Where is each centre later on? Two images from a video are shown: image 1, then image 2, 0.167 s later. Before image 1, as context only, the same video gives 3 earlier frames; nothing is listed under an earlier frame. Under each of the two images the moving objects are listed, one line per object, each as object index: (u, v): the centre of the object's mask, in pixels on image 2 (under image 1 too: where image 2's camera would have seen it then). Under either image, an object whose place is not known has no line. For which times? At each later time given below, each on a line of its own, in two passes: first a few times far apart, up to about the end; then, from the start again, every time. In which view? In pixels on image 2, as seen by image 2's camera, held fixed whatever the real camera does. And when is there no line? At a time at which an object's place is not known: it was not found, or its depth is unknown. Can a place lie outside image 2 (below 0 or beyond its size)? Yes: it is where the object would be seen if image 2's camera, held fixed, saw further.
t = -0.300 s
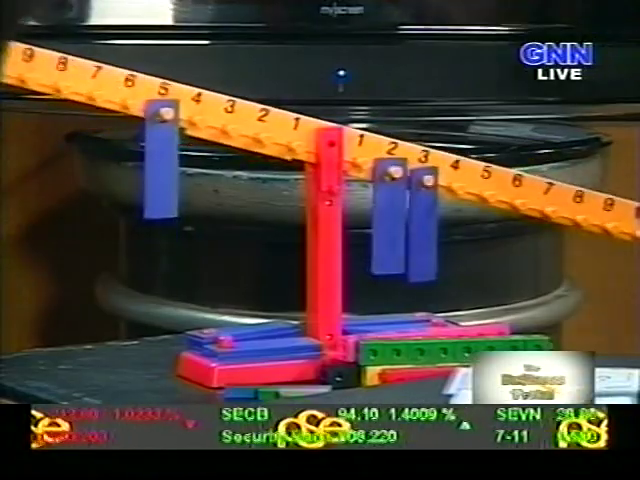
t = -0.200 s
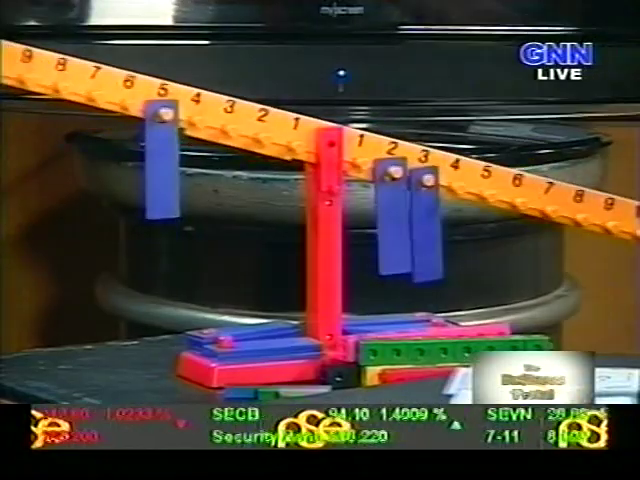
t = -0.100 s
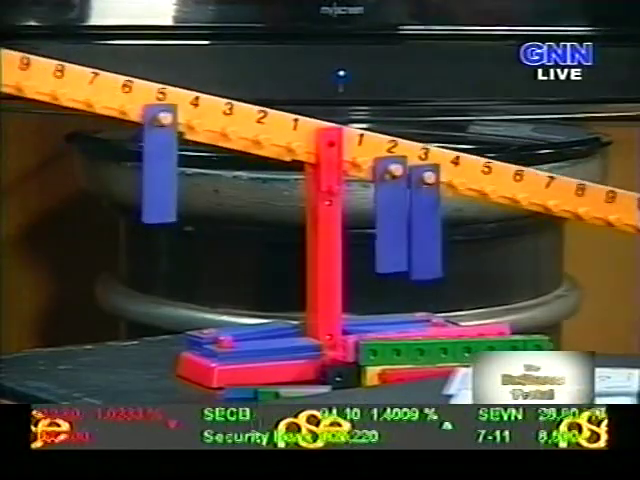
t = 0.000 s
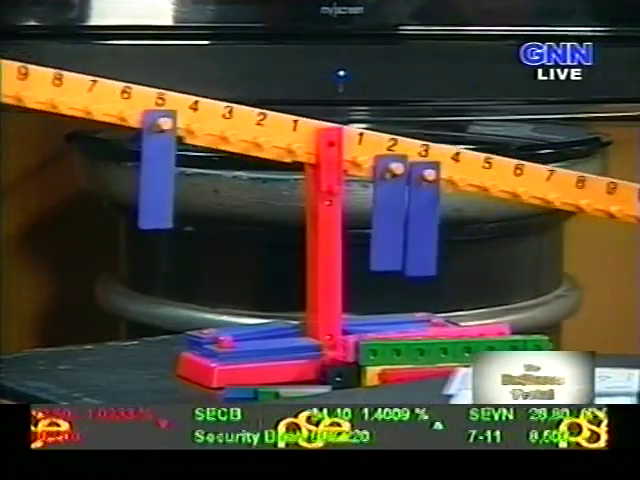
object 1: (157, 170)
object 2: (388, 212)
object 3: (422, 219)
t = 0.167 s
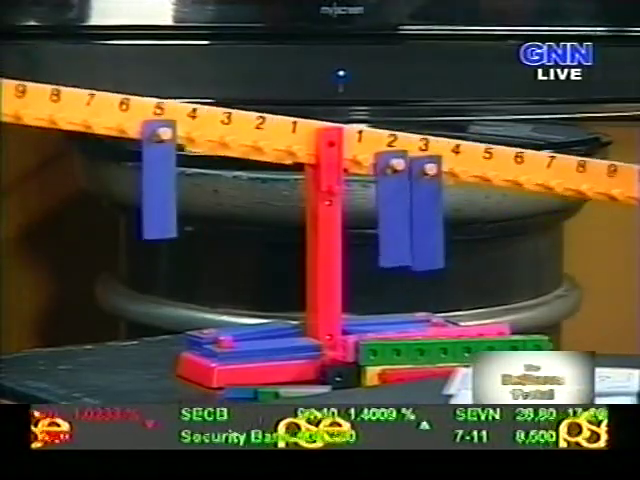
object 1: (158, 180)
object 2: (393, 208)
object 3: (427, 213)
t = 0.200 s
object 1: (159, 182)
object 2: (394, 208)
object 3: (428, 212)
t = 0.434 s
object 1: (158, 198)
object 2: (392, 201)
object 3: (426, 203)
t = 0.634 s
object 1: (161, 213)
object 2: (395, 195)
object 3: (429, 194)
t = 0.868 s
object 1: (160, 228)
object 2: (395, 190)
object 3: (430, 185)
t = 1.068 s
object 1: (163, 240)
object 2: (395, 185)
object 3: (428, 178)
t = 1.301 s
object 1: (165, 249)
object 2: (397, 180)
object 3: (430, 172)
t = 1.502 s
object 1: (166, 254)
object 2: (395, 179)
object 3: (428, 169)
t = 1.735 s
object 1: (168, 256)
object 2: (396, 178)
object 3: (429, 168)
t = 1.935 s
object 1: (166, 255)
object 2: (395, 179)
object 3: (428, 169)
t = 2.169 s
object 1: (166, 251)
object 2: (396, 181)
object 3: (429, 172)
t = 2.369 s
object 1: (163, 243)
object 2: (395, 183)
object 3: (428, 176)
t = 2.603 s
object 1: (161, 234)
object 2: (396, 188)
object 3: (429, 182)
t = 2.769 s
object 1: (159, 225)
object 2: (394, 190)
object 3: (428, 186)
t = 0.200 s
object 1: (159, 182)
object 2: (394, 208)
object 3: (428, 212)
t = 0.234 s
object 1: (160, 184)
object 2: (395, 206)
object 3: (429, 210)
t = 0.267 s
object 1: (160, 186)
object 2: (395, 206)
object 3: (429, 209)
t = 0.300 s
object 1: (160, 188)
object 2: (395, 204)
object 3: (429, 207)
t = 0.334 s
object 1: (160, 191)
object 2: (395, 204)
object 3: (429, 206)
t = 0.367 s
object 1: (159, 193)
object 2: (394, 203)
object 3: (428, 204)
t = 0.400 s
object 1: (158, 196)
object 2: (393, 203)
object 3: (427, 204)
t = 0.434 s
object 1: (158, 198)
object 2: (392, 201)
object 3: (426, 203)
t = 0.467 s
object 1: (157, 200)
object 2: (392, 200)
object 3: (426, 201)
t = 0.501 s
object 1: (157, 202)
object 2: (392, 199)
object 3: (426, 200)
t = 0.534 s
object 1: (158, 205)
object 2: (392, 198)
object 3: (427, 198)
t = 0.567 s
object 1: (158, 207)
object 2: (393, 198)
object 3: (427, 197)
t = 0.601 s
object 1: (160, 210)
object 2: (394, 196)
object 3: (428, 195)
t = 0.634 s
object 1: (161, 213)
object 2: (395, 195)
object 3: (429, 194)
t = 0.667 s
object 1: (162, 215)
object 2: (396, 194)
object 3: (429, 192)
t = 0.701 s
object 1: (162, 217)
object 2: (397, 193)
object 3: (430, 190)
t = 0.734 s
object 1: (162, 219)
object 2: (397, 192)
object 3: (431, 189)
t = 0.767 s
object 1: (162, 221)
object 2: (398, 191)
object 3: (431, 187)
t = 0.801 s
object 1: (162, 223)
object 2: (397, 191)
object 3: (431, 186)
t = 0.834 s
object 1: (161, 226)
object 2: (396, 190)
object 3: (430, 186)
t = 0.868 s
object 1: (160, 228)
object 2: (395, 190)
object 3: (430, 185)
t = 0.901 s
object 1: (160, 230)
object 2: (395, 189)
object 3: (429, 183)
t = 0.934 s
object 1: (160, 232)
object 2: (394, 188)
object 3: (428, 182)
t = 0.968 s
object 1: (160, 234)
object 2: (394, 187)
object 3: (428, 181)
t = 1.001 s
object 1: (161, 236)
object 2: (394, 186)
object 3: (428, 180)
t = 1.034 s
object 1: (162, 238)
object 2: (394, 186)
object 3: (428, 179)
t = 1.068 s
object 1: (163, 240)
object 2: (395, 185)
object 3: (428, 178)
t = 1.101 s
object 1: (164, 241)
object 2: (395, 184)
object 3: (429, 177)
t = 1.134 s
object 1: (165, 242)
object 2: (396, 183)
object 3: (430, 175)
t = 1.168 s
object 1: (166, 244)
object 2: (397, 183)
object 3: (430, 177)
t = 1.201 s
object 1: (166, 245)
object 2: (397, 182)
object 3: (431, 174)
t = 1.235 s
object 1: (166, 246)
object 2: (397, 182)
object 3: (430, 174)
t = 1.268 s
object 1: (166, 248)
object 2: (397, 181)
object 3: (430, 173)
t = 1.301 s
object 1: (165, 249)
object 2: (397, 180)
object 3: (430, 172)
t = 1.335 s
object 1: (165, 250)
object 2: (396, 180)
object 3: (429, 171)
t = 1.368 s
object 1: (165, 251)
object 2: (395, 180)
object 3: (429, 170)
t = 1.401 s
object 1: (165, 251)
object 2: (395, 179)
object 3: (428, 169)
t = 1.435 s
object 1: (165, 252)
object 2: (395, 179)
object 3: (428, 169)
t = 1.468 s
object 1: (165, 253)
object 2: (395, 179)
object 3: (428, 170)
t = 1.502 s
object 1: (166, 254)
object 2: (395, 179)
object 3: (428, 169)
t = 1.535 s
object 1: (167, 254)
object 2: (395, 178)
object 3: (428, 169)
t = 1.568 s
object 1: (167, 255)
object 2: (395, 178)
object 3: (428, 168)
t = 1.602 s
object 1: (168, 255)
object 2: (396, 178)
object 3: (429, 168)
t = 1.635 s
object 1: (168, 256)
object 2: (396, 178)
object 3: (429, 168)
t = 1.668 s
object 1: (168, 256)
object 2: (397, 178)
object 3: (429, 168)
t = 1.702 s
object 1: (168, 256)
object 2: (397, 178)
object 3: (429, 168)
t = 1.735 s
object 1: (168, 256)
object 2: (396, 178)
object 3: (429, 168)
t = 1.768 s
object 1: (167, 256)
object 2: (396, 178)
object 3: (429, 168)
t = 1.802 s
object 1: (167, 256)
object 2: (396, 178)
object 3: (429, 168)
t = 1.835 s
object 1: (166, 256)
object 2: (395, 178)
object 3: (428, 168)
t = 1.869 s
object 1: (166, 255)
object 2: (395, 178)
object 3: (428, 168)
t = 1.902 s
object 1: (166, 255)
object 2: (395, 178)
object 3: (428, 168)
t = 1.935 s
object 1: (166, 255)
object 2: (395, 179)
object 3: (428, 169)
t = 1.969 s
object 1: (166, 254)
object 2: (395, 179)
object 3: (428, 169)
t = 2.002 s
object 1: (166, 254)
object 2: (395, 179)
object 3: (428, 169)
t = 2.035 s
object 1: (167, 253)
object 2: (396, 179)
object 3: (429, 170)
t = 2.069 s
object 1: (167, 253)
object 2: (396, 180)
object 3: (429, 170)
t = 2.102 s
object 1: (167, 252)
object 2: (396, 180)
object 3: (429, 170)
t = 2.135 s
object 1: (166, 251)
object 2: (396, 180)
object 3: (429, 171)
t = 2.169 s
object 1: (166, 251)
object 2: (396, 181)
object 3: (429, 172)
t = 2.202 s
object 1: (165, 249)
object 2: (396, 181)
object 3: (429, 172)
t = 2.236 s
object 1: (165, 248)
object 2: (396, 181)
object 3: (429, 173)
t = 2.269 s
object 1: (164, 246)
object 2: (395, 182)
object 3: (429, 174)
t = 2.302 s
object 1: (163, 245)
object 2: (395, 182)
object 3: (428, 174)
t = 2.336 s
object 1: (163, 244)
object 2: (395, 183)
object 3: (428, 175)
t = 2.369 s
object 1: (163, 243)
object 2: (395, 183)
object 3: (428, 176)
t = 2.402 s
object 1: (163, 242)
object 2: (395, 184)
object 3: (428, 177)
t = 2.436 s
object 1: (163, 241)
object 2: (395, 184)
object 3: (428, 178)
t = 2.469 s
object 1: (163, 239)
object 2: (395, 185)
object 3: (429, 179)
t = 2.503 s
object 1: (162, 238)
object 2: (395, 186)
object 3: (429, 180)
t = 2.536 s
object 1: (162, 236)
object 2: (395, 186)
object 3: (429, 180)
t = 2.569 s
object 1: (162, 235)
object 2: (395, 187)
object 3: (429, 181)
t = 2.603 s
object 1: (161, 234)
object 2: (396, 188)
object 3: (429, 182)
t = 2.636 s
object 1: (161, 232)
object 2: (396, 188)
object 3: (429, 183)
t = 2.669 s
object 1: (160, 230)
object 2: (395, 188)
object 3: (429, 184)
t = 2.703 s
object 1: (159, 229)
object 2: (395, 190)
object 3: (428, 185)
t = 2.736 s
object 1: (159, 228)
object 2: (395, 190)
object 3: (428, 185)
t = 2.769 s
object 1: (159, 225)
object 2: (394, 190)
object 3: (428, 186)
